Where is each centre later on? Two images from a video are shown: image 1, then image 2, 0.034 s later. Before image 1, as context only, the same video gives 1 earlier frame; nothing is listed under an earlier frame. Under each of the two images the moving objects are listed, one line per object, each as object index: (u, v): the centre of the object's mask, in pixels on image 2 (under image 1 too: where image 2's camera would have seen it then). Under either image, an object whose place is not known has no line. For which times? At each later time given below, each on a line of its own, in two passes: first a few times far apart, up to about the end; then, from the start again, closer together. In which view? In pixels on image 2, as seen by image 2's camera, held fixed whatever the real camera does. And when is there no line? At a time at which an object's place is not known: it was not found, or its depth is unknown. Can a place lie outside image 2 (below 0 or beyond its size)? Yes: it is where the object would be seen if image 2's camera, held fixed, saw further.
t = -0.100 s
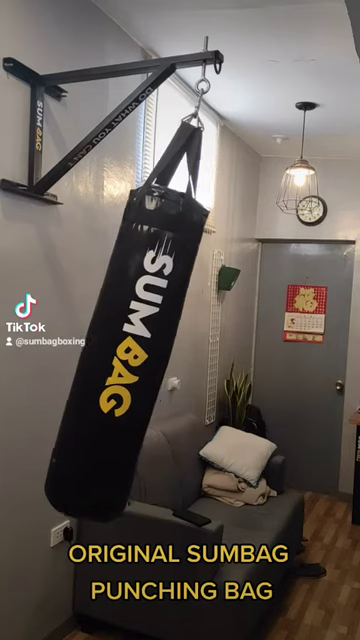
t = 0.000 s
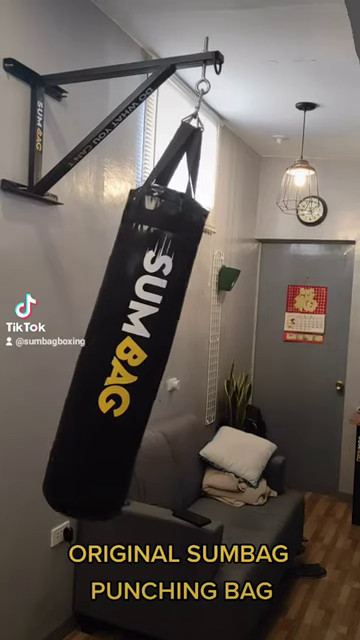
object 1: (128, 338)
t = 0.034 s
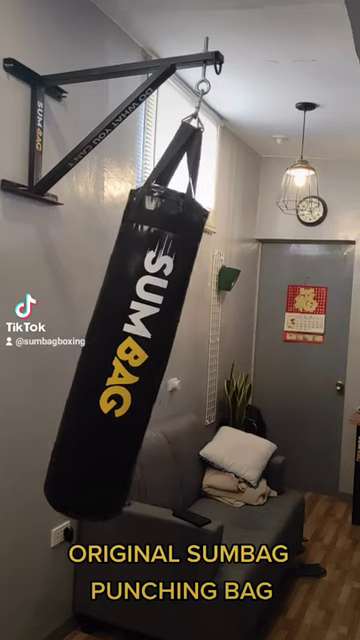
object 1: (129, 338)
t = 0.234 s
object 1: (146, 342)
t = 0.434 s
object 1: (177, 345)
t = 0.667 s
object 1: (216, 345)
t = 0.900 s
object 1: (241, 341)
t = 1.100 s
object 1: (242, 341)
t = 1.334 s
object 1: (219, 344)
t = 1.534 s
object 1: (187, 346)
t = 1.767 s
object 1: (150, 343)
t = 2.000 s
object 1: (131, 341)
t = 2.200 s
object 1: (138, 342)
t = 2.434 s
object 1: (168, 344)
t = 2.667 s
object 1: (206, 346)
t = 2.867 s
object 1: (232, 343)
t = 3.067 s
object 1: (242, 340)
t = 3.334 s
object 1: (226, 344)
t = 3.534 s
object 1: (197, 346)
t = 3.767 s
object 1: (158, 344)
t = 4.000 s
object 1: (134, 340)
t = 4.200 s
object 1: (134, 341)
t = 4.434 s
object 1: (158, 344)
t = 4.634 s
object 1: (191, 346)
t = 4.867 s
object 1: (225, 344)
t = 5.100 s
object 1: (241, 340)
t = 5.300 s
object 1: (235, 341)
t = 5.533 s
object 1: (207, 345)
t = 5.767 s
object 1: (168, 344)
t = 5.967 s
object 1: (142, 341)
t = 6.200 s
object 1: (133, 340)
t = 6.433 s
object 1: (152, 342)
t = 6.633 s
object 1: (182, 344)
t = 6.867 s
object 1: (218, 343)
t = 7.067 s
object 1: (238, 340)
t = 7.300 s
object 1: (239, 340)
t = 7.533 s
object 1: (215, 344)
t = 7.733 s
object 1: (184, 345)
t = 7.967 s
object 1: (150, 342)
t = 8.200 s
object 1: (135, 340)
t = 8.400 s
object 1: (143, 340)
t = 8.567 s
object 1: (163, 342)
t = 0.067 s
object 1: (131, 338)
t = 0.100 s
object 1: (133, 339)
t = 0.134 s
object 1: (135, 340)
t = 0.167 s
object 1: (138, 340)
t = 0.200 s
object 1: (142, 341)
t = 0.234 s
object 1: (146, 342)
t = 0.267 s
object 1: (150, 342)
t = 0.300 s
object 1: (155, 342)
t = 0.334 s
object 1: (160, 344)
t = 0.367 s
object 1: (166, 344)
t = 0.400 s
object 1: (171, 344)
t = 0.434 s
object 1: (177, 345)
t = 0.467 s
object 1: (183, 346)
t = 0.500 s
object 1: (188, 346)
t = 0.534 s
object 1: (194, 346)
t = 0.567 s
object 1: (200, 346)
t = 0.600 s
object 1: (206, 346)
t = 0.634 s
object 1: (211, 346)
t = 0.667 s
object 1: (216, 345)
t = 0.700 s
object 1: (221, 344)
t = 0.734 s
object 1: (225, 345)
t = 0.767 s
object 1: (229, 343)
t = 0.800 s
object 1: (233, 343)
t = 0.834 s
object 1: (236, 342)
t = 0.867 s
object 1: (239, 342)
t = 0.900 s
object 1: (241, 341)
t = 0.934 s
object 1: (242, 341)
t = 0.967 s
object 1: (243, 341)
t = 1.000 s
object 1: (243, 341)
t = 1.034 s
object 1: (243, 340)
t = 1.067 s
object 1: (243, 341)
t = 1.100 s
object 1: (242, 341)
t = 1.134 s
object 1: (240, 341)
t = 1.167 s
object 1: (238, 342)
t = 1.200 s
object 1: (235, 342)
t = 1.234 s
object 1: (232, 343)
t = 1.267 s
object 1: (228, 344)
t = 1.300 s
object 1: (224, 344)
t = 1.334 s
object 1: (219, 344)
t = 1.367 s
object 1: (214, 344)
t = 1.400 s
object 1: (209, 345)
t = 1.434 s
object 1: (204, 346)
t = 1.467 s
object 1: (198, 346)
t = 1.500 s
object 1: (192, 347)
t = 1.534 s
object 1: (187, 346)
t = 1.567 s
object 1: (181, 346)
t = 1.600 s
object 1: (175, 345)
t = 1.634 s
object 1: (170, 344)
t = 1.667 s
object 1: (164, 344)
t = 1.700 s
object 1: (159, 344)
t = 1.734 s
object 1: (154, 344)
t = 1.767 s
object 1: (150, 343)
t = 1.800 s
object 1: (146, 342)
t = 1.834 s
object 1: (142, 342)
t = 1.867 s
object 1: (139, 341)
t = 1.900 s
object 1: (136, 341)
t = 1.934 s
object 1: (134, 341)
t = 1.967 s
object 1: (132, 341)
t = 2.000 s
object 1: (131, 341)
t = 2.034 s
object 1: (131, 340)
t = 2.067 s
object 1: (131, 340)
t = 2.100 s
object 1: (132, 340)
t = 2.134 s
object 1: (133, 340)
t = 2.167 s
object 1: (135, 341)
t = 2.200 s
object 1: (138, 342)
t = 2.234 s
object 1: (141, 342)
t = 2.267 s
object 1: (144, 342)
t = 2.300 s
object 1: (148, 343)
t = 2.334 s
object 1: (153, 344)
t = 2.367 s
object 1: (157, 344)
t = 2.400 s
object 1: (162, 344)
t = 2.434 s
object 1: (168, 344)
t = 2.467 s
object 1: (173, 344)
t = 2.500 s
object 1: (179, 346)
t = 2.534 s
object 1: (184, 346)
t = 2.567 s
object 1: (190, 346)
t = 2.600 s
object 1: (196, 347)
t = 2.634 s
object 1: (201, 347)
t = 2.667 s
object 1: (206, 346)
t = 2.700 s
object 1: (211, 345)
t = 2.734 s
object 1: (216, 346)
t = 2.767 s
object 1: (221, 344)
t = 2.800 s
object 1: (225, 344)
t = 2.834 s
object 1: (229, 344)
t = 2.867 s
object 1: (232, 343)
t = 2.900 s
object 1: (235, 342)
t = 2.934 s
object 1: (238, 342)
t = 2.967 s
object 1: (240, 341)
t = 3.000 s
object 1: (241, 341)
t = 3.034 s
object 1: (242, 340)
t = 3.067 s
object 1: (242, 340)
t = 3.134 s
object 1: (242, 341)
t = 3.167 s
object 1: (240, 341)
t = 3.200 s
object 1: (239, 341)
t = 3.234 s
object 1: (236, 342)
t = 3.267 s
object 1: (234, 342)
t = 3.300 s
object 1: (230, 343)
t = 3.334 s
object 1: (226, 344)
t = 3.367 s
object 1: (222, 344)
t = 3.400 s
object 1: (218, 344)
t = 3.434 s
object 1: (213, 345)
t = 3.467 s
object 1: (208, 345)
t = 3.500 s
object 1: (202, 346)
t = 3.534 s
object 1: (197, 346)
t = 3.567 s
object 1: (191, 346)
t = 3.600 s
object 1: (185, 346)
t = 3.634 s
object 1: (180, 346)
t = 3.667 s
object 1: (174, 345)
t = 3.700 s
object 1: (168, 344)
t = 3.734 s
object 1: (163, 344)
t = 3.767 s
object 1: (158, 344)
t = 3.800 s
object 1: (153, 344)
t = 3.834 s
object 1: (149, 343)
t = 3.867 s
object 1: (145, 342)
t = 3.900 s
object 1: (141, 342)
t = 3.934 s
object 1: (138, 341)
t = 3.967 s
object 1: (136, 341)
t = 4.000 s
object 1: (134, 340)
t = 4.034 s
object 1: (132, 341)
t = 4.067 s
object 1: (131, 340)
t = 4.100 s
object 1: (131, 340)
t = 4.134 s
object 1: (131, 340)
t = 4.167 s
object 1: (132, 340)
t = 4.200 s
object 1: (134, 341)
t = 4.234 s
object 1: (136, 341)
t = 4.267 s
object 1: (139, 341)
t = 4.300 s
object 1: (142, 341)
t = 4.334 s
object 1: (145, 342)
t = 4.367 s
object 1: (149, 343)
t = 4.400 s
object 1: (154, 343)
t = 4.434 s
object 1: (158, 344)
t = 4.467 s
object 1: (164, 343)
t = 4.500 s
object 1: (169, 345)
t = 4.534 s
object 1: (174, 346)
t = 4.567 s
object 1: (180, 346)
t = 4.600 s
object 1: (185, 346)
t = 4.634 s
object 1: (191, 346)
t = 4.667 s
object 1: (196, 346)
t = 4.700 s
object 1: (202, 346)
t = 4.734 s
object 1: (207, 346)
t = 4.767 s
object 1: (212, 345)
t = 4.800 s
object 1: (217, 346)
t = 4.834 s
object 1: (221, 344)
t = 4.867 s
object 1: (225, 344)
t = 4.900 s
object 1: (229, 343)
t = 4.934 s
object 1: (232, 342)
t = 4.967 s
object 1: (235, 342)
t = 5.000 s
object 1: (238, 341)
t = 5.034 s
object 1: (239, 341)
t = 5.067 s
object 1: (241, 340)
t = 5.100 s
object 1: (241, 340)
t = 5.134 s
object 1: (241, 340)
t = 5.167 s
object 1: (241, 340)
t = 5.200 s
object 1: (241, 341)
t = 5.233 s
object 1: (240, 341)
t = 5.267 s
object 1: (238, 341)
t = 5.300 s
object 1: (235, 341)
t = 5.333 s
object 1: (232, 342)
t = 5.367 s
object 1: (229, 343)
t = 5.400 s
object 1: (225, 343)
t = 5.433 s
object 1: (221, 343)
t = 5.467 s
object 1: (217, 344)
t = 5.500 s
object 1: (212, 346)
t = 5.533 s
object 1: (207, 345)
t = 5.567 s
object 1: (201, 346)
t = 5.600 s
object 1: (196, 346)
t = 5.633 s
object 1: (190, 346)
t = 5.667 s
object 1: (185, 346)
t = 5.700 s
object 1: (179, 345)
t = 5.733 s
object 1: (174, 344)
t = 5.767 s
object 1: (168, 344)
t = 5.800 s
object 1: (163, 343)
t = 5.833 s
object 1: (158, 344)
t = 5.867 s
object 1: (153, 343)
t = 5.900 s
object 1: (149, 343)
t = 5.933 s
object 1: (145, 342)
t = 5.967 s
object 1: (142, 341)
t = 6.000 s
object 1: (139, 341)
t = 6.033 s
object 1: (137, 341)
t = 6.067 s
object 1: (135, 340)
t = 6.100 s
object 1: (134, 340)
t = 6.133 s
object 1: (133, 340)
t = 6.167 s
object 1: (133, 340)
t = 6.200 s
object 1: (133, 340)
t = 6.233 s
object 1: (134, 340)
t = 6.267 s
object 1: (136, 340)
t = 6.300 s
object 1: (138, 340)
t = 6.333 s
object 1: (141, 341)
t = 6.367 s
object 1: (144, 341)
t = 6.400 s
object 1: (148, 342)
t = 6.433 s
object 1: (152, 342)
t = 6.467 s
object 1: (156, 342)
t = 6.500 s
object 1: (161, 344)
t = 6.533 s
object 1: (166, 343)
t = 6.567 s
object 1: (171, 343)
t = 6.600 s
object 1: (177, 344)
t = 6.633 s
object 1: (182, 344)
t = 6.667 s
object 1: (187, 345)
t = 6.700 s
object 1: (193, 344)
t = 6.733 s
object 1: (198, 344)
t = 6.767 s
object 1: (203, 344)
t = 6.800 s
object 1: (208, 344)
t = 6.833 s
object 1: (213, 343)
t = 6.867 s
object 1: (218, 343)
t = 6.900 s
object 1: (222, 342)
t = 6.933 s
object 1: (226, 343)
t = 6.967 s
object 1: (230, 342)
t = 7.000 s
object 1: (233, 341)
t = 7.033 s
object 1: (236, 341)
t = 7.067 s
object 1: (238, 340)
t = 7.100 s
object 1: (239, 340)
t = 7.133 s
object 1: (241, 340)
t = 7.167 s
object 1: (241, 339)
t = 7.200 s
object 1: (241, 339)
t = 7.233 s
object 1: (241, 339)
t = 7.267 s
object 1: (240, 340)
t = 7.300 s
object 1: (239, 340)
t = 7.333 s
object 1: (237, 341)
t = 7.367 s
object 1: (234, 341)
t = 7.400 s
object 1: (231, 342)
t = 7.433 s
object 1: (228, 342)
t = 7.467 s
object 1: (224, 342)
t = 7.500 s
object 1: (220, 343)
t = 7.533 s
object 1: (215, 344)
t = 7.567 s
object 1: (211, 344)
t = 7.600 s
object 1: (206, 345)
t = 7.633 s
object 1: (200, 344)
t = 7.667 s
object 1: (195, 345)
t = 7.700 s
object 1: (190, 345)
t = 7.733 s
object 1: (184, 345)
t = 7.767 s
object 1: (179, 344)
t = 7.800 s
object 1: (173, 344)
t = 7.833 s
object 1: (168, 343)
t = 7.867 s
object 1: (163, 343)
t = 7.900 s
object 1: (158, 342)
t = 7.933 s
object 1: (154, 343)
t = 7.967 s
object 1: (150, 342)
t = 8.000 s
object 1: (146, 342)
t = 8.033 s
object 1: (143, 341)
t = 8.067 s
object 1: (140, 341)
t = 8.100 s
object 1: (138, 340)
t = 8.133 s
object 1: (136, 340)
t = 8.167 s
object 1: (135, 340)
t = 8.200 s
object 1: (135, 340)
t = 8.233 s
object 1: (135, 340)
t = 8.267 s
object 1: (136, 340)
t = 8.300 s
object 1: (137, 340)
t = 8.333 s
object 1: (139, 340)
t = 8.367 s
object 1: (141, 340)
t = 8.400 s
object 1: (143, 340)
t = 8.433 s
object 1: (147, 341)
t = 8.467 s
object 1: (150, 342)
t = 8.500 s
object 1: (154, 342)
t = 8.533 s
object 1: (158, 342)
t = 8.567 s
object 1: (163, 342)
